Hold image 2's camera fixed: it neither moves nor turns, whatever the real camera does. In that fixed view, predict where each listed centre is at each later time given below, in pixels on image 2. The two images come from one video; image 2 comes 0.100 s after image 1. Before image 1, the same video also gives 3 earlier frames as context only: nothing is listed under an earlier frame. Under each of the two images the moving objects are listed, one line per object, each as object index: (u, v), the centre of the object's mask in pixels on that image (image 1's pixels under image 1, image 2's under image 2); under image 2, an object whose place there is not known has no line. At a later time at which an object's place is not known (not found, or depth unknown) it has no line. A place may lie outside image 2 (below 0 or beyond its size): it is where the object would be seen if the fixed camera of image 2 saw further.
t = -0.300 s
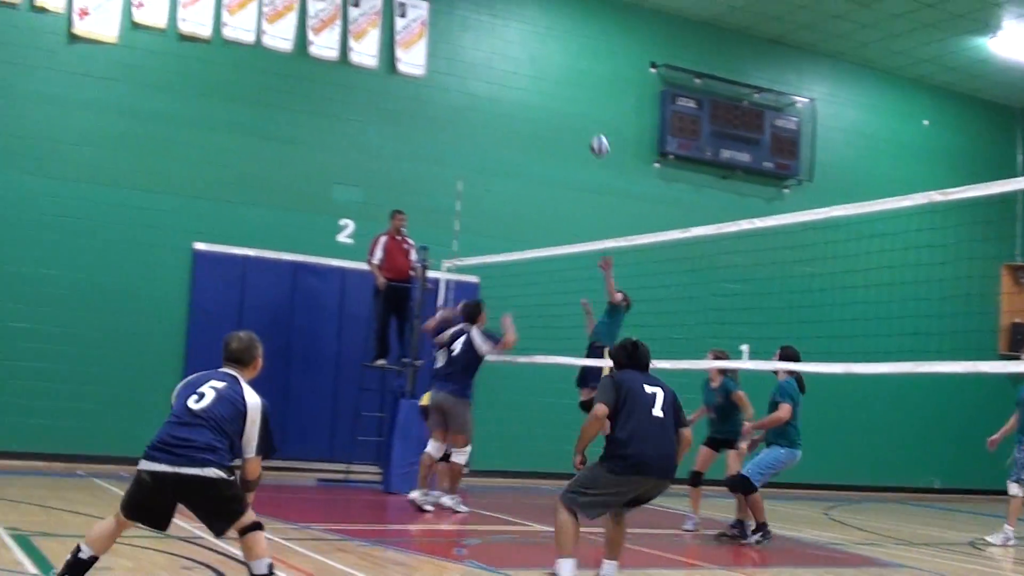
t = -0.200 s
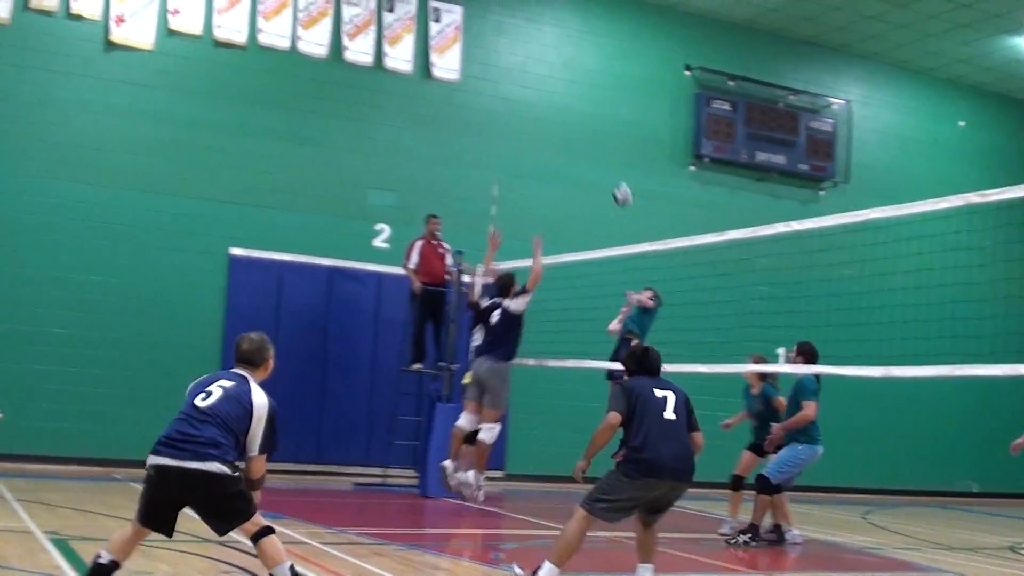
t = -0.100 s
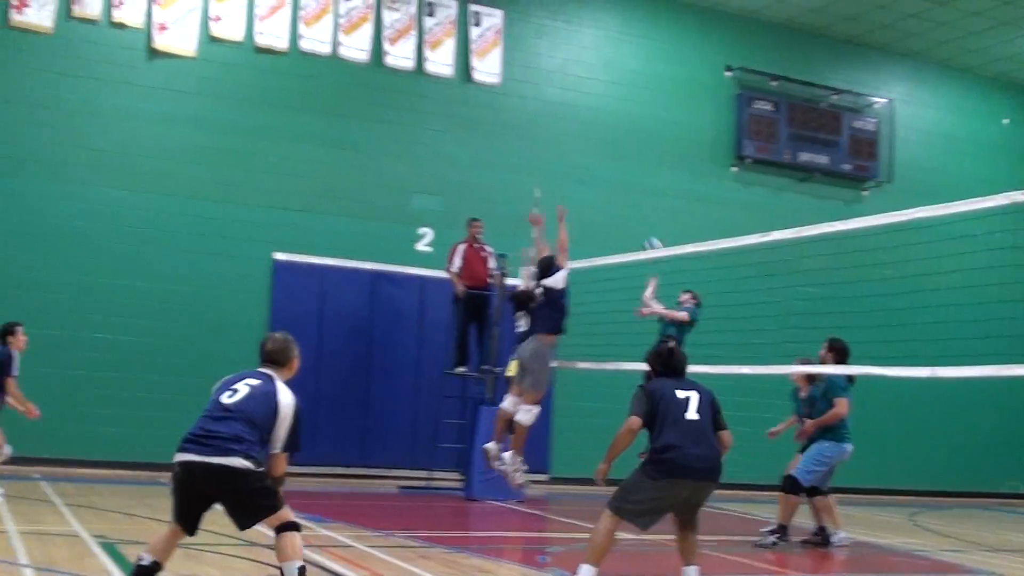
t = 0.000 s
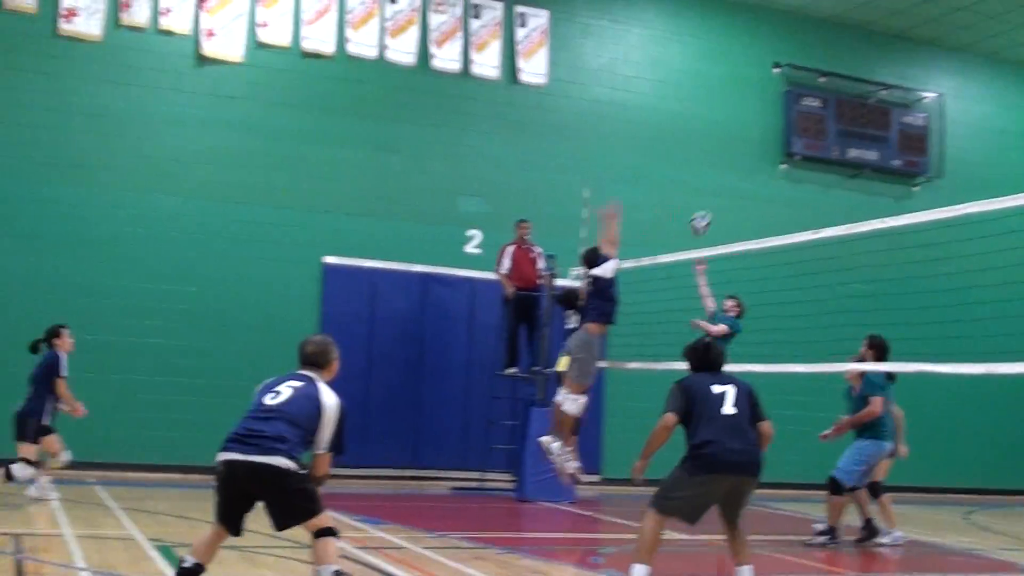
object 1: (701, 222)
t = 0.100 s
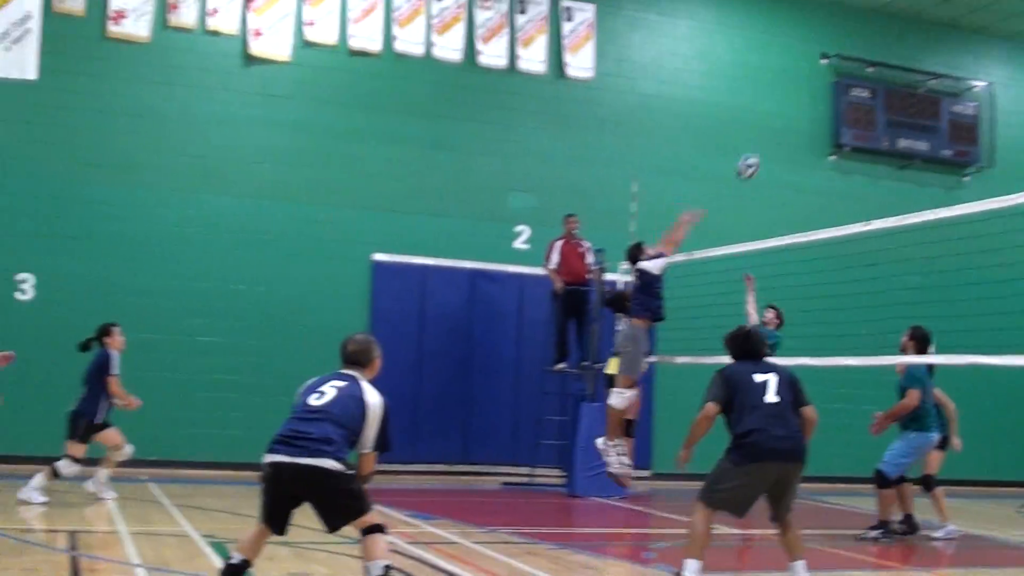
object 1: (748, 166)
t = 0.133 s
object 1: (748, 152)
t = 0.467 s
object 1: (740, 51)
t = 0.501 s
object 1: (738, 47)
